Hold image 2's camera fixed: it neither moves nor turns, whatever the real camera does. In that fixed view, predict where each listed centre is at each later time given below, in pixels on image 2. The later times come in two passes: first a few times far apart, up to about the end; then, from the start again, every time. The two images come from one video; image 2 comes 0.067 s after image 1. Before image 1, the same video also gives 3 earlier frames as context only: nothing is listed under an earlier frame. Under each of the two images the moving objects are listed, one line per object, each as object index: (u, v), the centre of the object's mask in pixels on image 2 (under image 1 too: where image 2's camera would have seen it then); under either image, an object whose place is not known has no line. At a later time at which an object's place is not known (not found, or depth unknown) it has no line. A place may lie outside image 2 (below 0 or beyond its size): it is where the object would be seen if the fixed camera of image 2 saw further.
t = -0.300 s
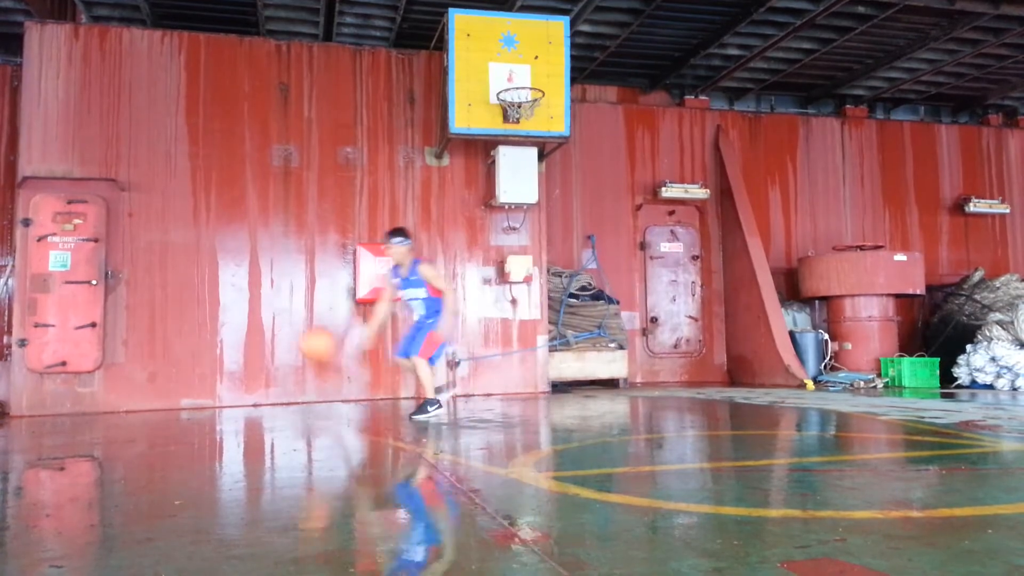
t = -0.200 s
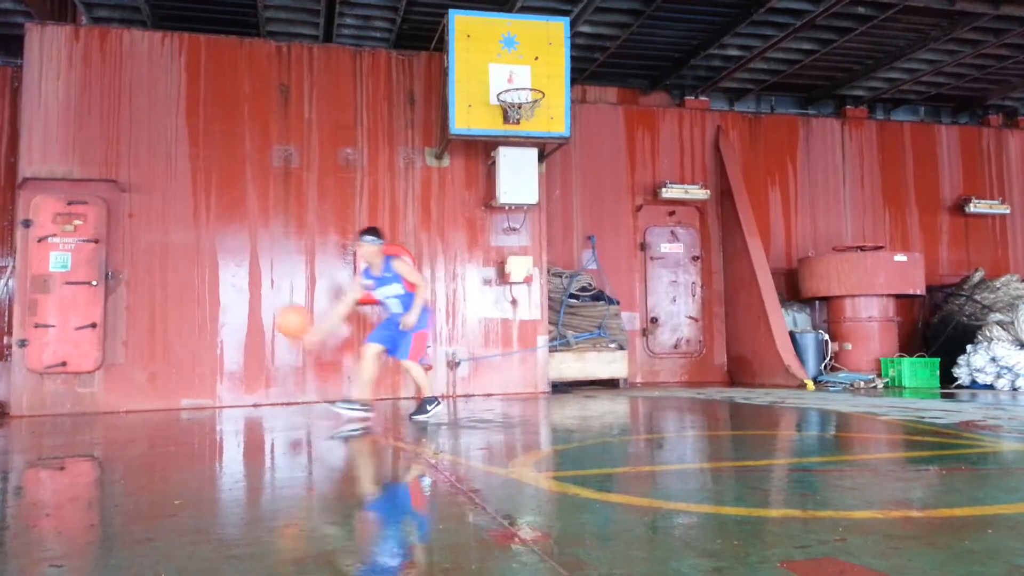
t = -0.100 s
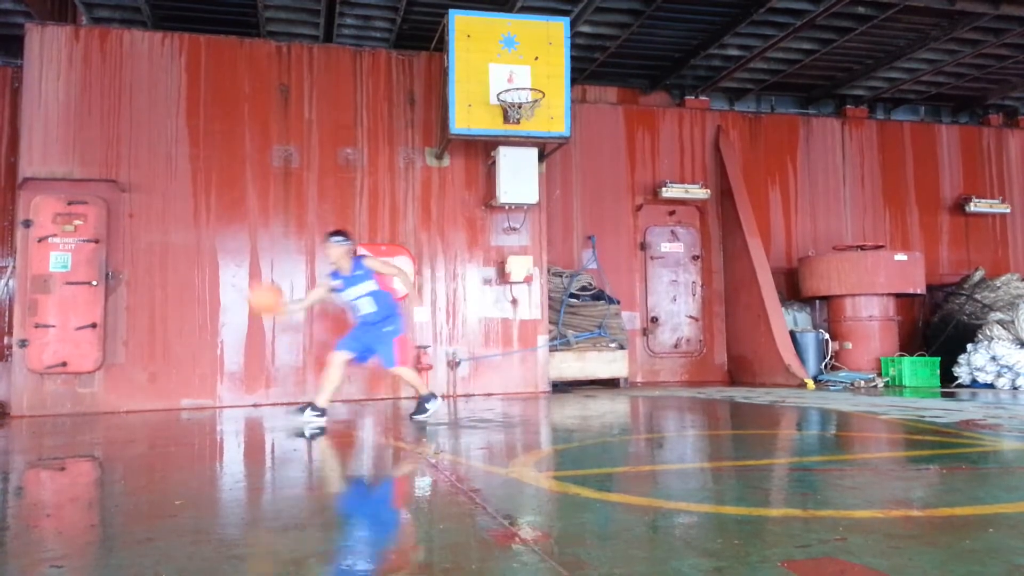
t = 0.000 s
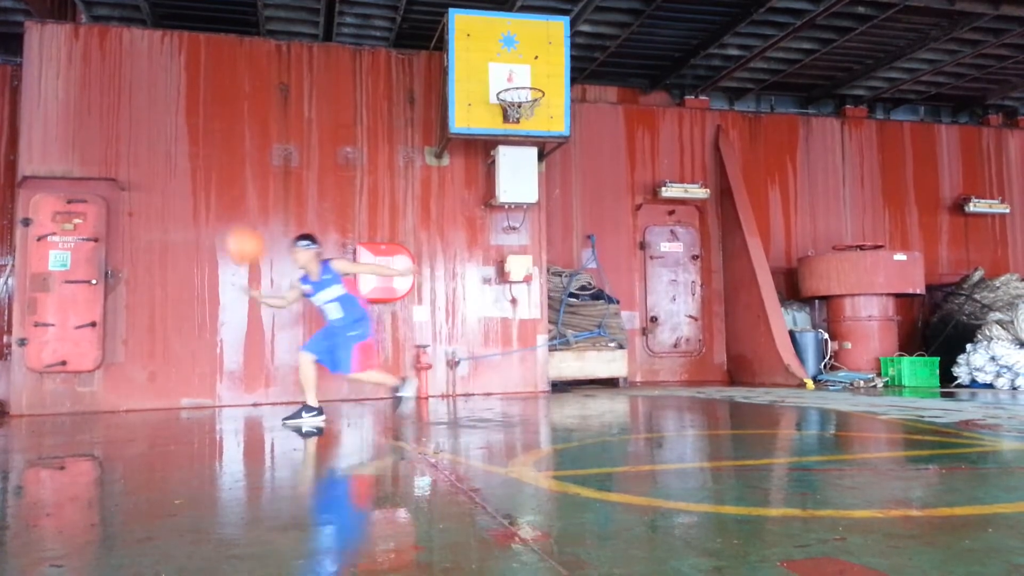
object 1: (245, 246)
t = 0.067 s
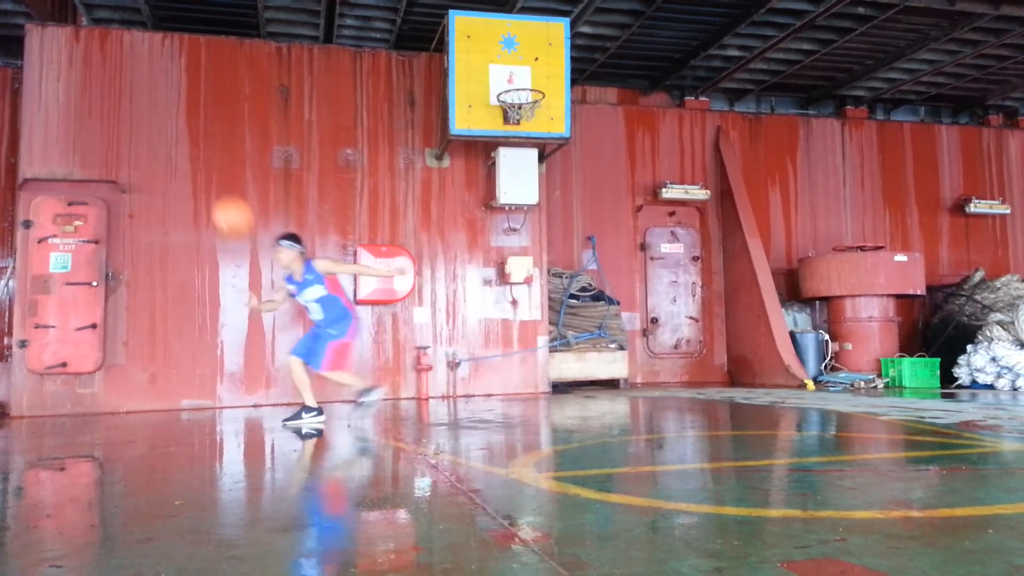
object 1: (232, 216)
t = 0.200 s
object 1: (205, 171)
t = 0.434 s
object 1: (146, 155)
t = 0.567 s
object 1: (106, 193)
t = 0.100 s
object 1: (226, 203)
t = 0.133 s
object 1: (220, 192)
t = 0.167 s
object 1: (213, 180)
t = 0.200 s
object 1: (205, 171)
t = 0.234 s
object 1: (198, 164)
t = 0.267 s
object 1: (190, 158)
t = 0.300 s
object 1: (182, 154)
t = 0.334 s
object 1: (174, 151)
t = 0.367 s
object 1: (165, 151)
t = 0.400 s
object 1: (156, 152)
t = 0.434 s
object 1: (146, 155)
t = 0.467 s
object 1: (137, 162)
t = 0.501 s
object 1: (127, 169)
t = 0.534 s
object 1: (117, 180)
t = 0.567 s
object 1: (106, 193)
